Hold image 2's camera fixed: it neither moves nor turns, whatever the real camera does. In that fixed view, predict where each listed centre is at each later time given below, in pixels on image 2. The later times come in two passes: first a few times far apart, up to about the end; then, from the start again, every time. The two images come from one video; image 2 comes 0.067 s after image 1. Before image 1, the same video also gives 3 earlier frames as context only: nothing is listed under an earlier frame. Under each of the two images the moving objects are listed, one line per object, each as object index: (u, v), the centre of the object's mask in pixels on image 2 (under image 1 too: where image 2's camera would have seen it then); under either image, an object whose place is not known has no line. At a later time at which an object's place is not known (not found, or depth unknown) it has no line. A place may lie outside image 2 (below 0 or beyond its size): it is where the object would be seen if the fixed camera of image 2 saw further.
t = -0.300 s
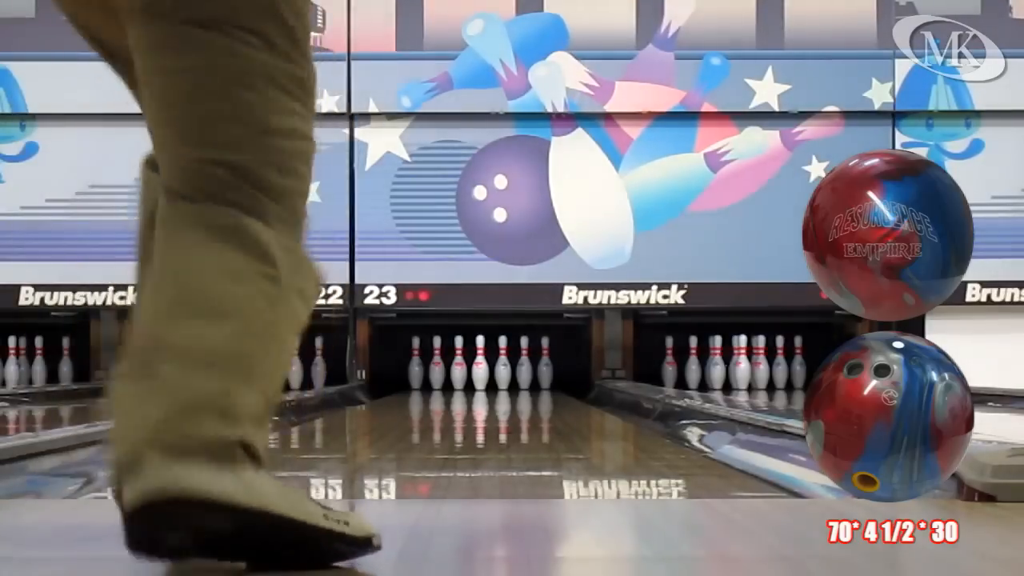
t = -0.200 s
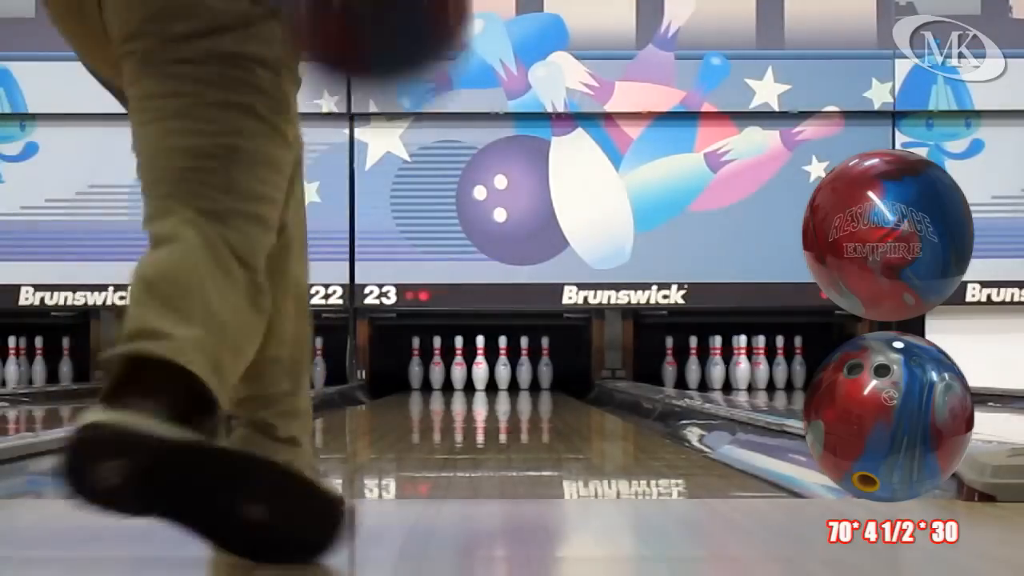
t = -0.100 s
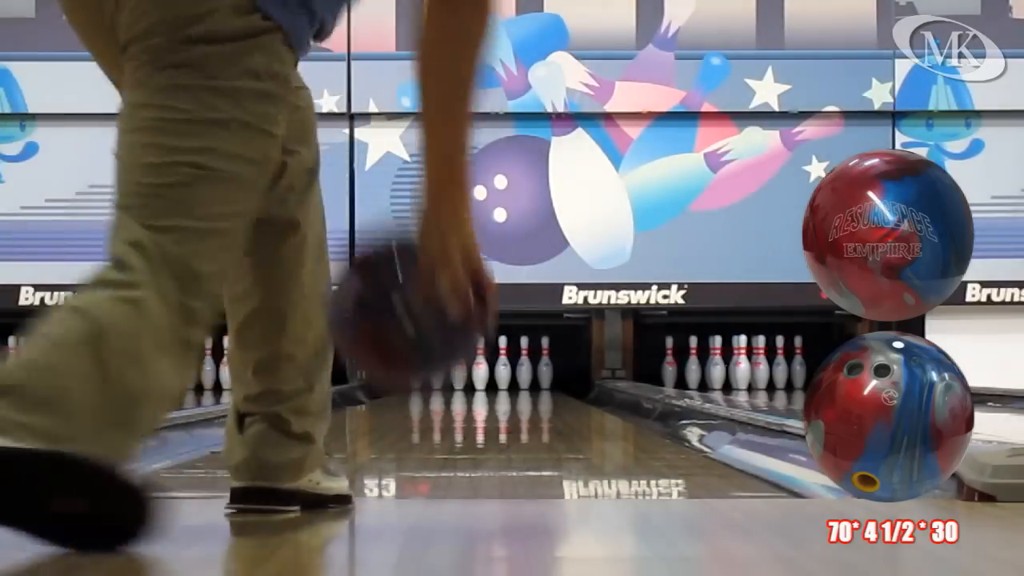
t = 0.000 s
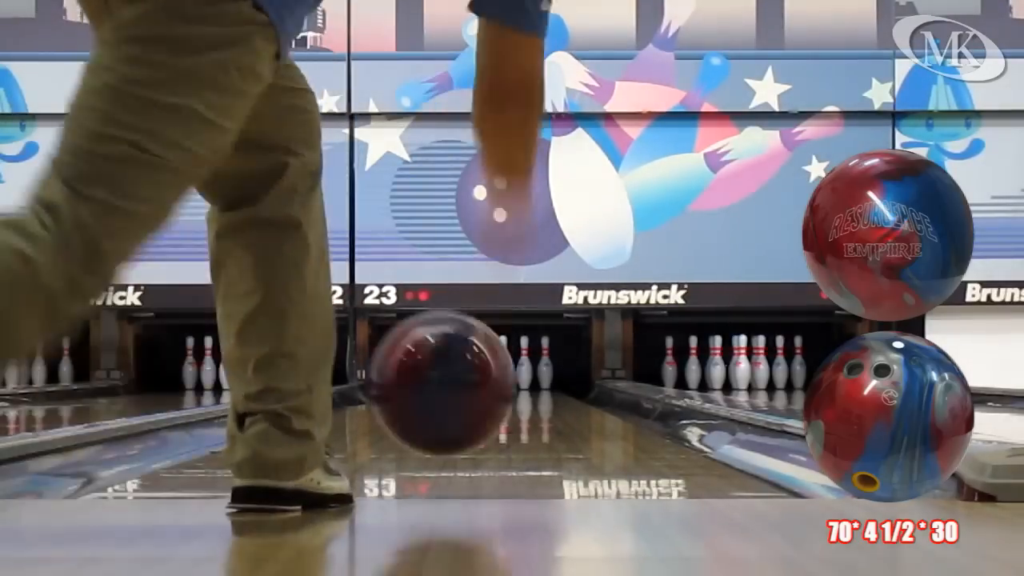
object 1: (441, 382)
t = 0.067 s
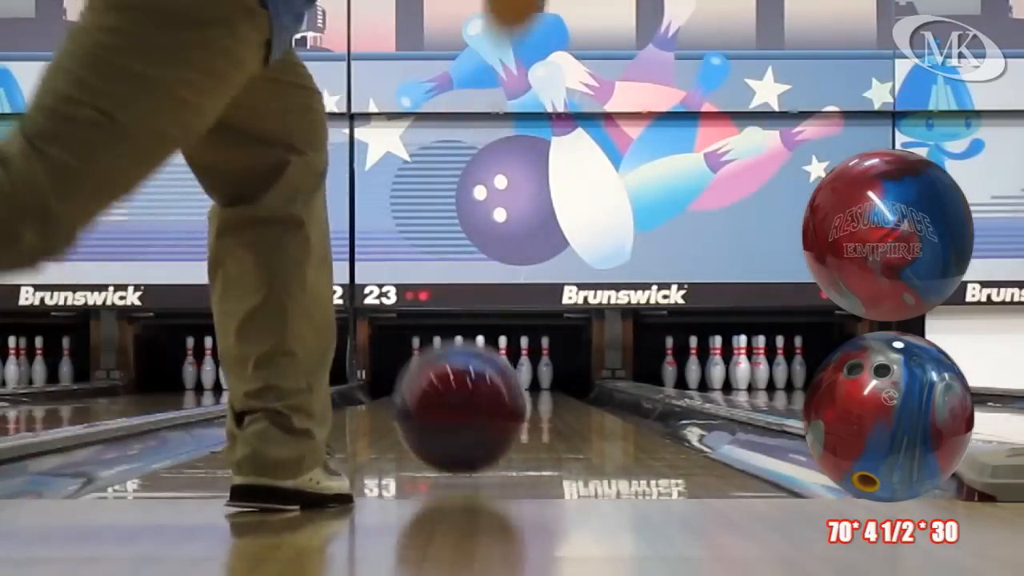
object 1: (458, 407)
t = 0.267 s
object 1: (497, 406)
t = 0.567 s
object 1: (528, 395)
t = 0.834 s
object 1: (544, 390)
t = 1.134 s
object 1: (554, 385)
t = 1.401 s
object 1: (556, 382)
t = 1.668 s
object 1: (553, 380)
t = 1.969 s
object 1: (545, 378)
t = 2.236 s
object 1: (530, 377)
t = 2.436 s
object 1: (514, 376)
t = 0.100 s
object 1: (467, 413)
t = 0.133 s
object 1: (474, 410)
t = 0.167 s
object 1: (480, 411)
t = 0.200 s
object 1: (486, 409)
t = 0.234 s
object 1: (492, 408)
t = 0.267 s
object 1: (497, 406)
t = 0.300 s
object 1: (501, 404)
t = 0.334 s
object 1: (505, 403)
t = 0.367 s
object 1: (509, 401)
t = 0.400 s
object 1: (513, 400)
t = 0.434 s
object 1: (517, 399)
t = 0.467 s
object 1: (520, 398)
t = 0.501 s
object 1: (523, 397)
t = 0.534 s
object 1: (526, 396)
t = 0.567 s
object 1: (528, 395)
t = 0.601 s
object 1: (531, 395)
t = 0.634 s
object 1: (534, 394)
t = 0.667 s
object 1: (536, 393)
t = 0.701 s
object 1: (538, 392)
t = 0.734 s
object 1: (540, 392)
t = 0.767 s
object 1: (541, 391)
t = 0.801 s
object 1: (542, 390)
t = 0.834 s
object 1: (544, 390)
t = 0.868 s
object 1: (546, 389)
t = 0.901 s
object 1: (548, 389)
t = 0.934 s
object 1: (549, 388)
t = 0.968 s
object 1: (550, 387)
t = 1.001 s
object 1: (551, 387)
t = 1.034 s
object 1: (552, 386)
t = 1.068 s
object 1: (553, 386)
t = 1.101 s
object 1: (554, 385)
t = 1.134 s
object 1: (554, 385)
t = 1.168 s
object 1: (554, 384)
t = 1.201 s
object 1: (555, 384)
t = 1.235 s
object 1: (555, 383)
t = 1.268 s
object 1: (555, 383)
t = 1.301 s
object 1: (556, 383)
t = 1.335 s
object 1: (556, 383)
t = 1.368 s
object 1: (556, 382)
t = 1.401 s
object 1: (556, 382)
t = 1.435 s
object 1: (556, 382)
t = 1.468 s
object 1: (555, 381)
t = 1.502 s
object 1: (556, 381)
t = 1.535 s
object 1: (555, 381)
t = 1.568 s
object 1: (554, 380)
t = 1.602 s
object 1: (554, 380)
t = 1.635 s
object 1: (554, 380)
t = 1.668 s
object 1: (553, 380)
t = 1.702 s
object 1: (553, 380)
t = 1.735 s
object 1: (552, 380)
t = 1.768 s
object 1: (552, 379)
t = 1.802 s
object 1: (551, 379)
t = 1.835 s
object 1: (550, 379)
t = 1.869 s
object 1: (549, 379)
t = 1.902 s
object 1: (548, 378)
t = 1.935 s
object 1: (547, 378)
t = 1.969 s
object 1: (545, 378)
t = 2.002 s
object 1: (544, 378)
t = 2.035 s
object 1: (542, 378)
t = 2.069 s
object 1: (541, 377)
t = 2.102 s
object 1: (539, 377)
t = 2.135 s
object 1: (538, 377)
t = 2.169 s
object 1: (535, 376)
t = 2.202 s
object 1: (533, 376)
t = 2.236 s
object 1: (530, 377)
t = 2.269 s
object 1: (528, 377)
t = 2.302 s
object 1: (526, 377)
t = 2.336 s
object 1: (523, 377)
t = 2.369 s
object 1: (520, 376)
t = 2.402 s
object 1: (517, 376)
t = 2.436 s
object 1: (514, 376)
